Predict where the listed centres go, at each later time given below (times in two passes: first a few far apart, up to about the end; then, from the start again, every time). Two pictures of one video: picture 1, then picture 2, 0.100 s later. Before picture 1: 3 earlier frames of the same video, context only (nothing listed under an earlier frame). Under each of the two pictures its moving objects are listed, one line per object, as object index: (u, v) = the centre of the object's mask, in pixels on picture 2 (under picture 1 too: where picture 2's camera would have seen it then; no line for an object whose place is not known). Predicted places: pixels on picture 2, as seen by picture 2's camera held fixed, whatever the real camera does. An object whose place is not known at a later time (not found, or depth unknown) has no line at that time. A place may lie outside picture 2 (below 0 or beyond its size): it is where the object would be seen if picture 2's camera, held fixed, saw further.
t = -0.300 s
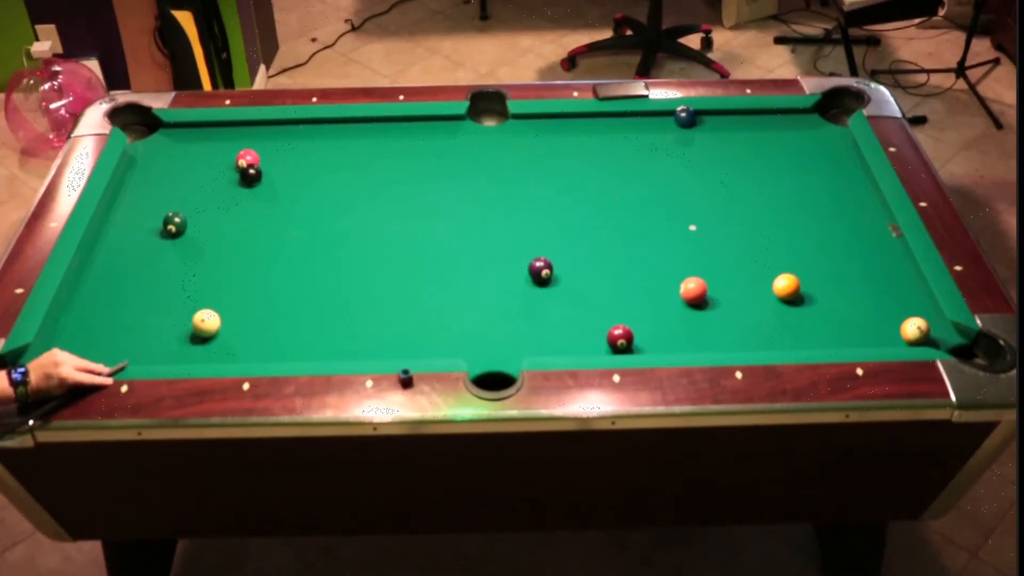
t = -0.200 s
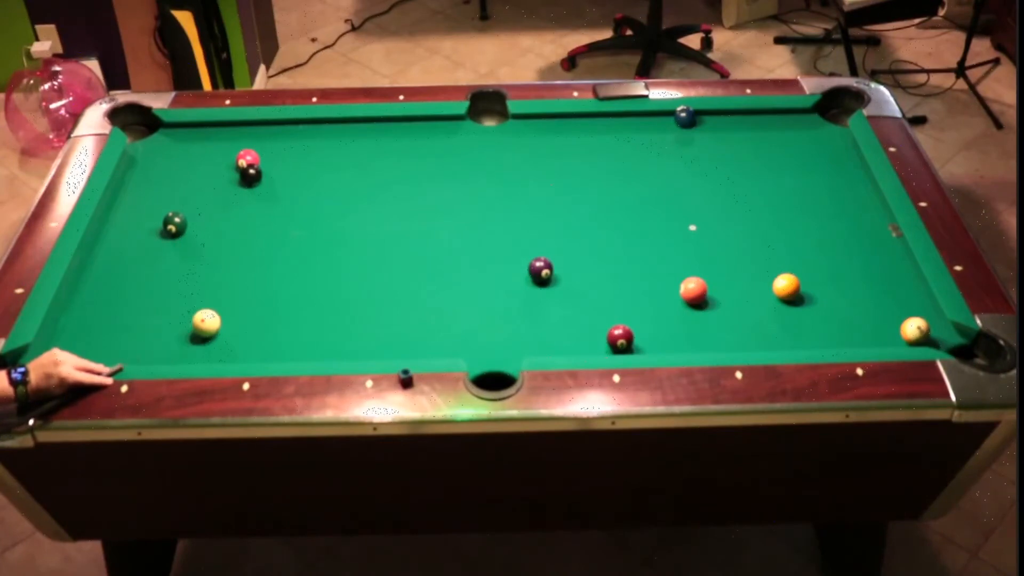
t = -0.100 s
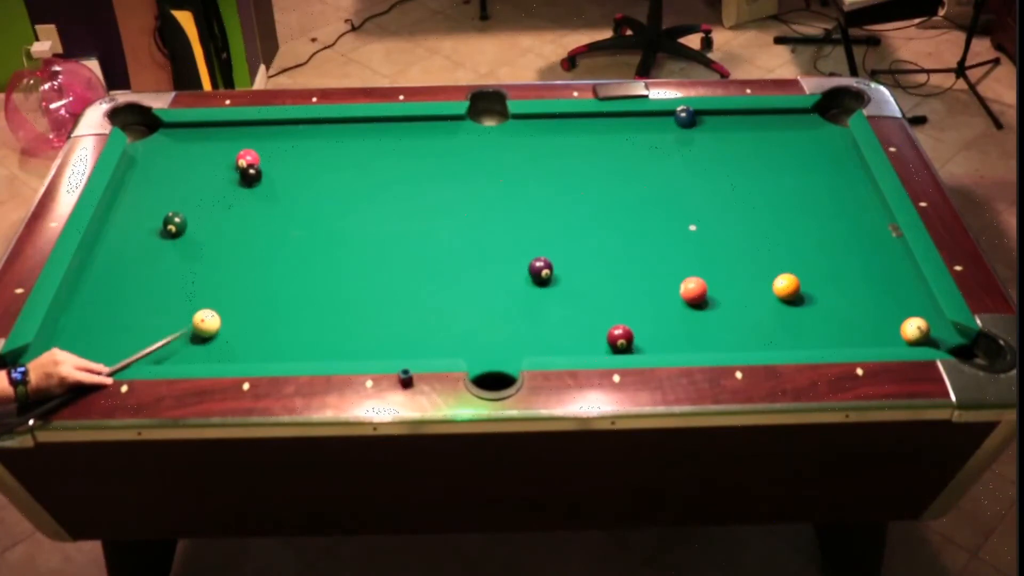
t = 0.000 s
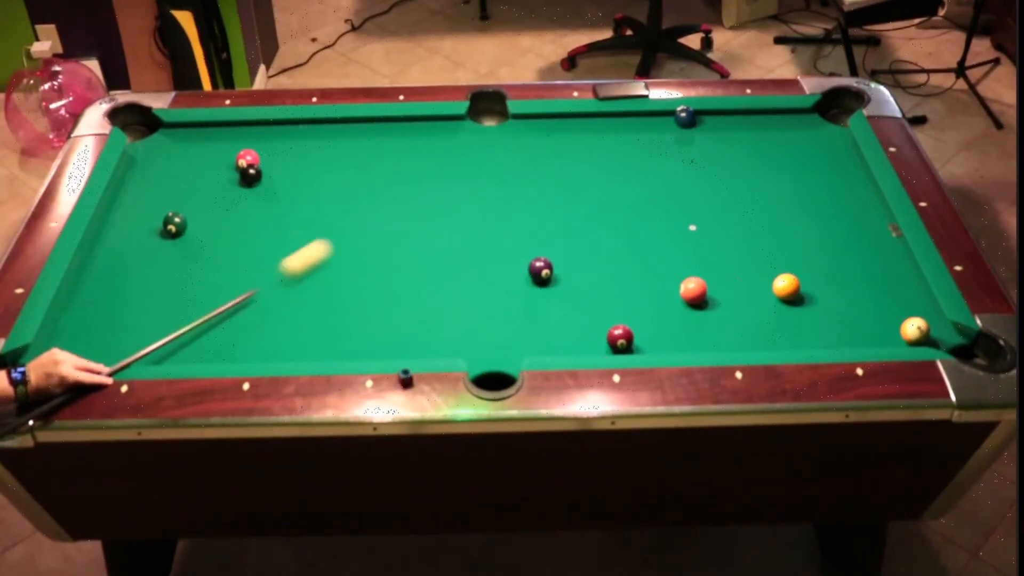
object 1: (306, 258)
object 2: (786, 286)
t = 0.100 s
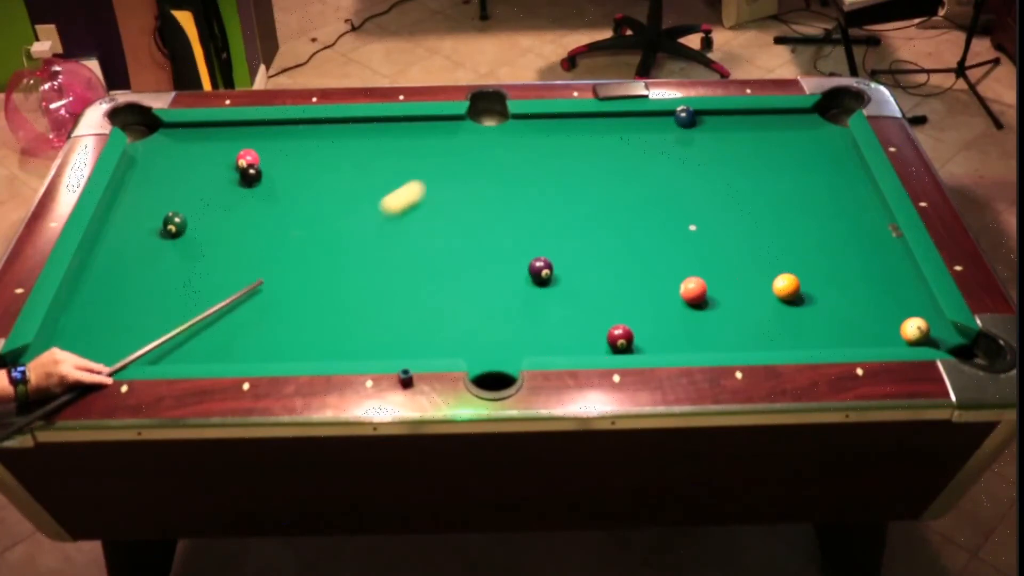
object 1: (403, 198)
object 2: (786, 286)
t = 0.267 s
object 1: (527, 122)
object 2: (786, 286)
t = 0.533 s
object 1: (642, 182)
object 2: (786, 286)
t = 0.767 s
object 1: (755, 238)
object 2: (786, 286)
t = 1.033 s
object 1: (899, 309)
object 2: (786, 287)
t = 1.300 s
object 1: (890, 302)
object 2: (786, 287)
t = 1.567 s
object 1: (842, 287)
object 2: (786, 287)
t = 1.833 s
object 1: (801, 272)
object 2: (785, 288)
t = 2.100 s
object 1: (768, 258)
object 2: (779, 291)
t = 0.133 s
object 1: (431, 181)
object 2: (786, 286)
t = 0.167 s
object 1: (457, 164)
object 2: (786, 286)
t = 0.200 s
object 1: (481, 149)
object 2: (786, 286)
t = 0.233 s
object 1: (504, 134)
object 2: (786, 286)
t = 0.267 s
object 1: (527, 122)
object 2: (786, 286)
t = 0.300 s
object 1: (542, 125)
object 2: (786, 286)
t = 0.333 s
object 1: (555, 134)
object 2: (786, 286)
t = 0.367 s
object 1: (569, 144)
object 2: (786, 286)
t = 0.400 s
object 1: (583, 152)
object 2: (786, 286)
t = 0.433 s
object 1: (597, 160)
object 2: (786, 286)
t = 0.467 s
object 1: (612, 168)
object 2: (786, 286)
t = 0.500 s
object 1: (626, 175)
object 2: (786, 286)
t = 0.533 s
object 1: (642, 182)
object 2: (786, 286)
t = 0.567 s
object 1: (657, 190)
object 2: (786, 287)
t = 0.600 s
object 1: (673, 198)
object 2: (786, 286)
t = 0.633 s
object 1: (688, 205)
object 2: (786, 286)
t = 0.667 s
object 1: (705, 213)
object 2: (786, 286)
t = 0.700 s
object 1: (721, 222)
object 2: (786, 287)
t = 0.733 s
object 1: (738, 230)
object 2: (786, 286)
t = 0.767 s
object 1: (755, 238)
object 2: (786, 286)
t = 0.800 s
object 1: (772, 247)
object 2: (786, 287)
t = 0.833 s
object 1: (789, 255)
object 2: (786, 287)
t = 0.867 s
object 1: (807, 264)
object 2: (786, 287)
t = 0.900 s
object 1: (826, 273)
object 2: (786, 287)
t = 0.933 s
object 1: (844, 282)
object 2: (786, 287)
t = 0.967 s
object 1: (864, 292)
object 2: (786, 287)
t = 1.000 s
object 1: (882, 301)
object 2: (786, 287)
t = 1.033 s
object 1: (899, 309)
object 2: (786, 287)
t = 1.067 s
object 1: (913, 311)
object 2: (786, 287)
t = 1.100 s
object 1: (925, 311)
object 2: (786, 287)
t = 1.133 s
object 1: (925, 311)
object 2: (786, 287)
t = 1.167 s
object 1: (917, 310)
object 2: (786, 287)
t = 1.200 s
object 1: (910, 308)
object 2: (786, 287)
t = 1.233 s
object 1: (903, 306)
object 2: (786, 287)
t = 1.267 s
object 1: (897, 304)
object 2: (786, 287)
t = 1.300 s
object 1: (890, 302)
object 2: (786, 287)
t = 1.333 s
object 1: (884, 300)
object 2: (786, 287)
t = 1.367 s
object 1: (878, 298)
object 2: (786, 287)
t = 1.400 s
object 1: (872, 296)
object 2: (786, 287)
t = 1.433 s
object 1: (866, 294)
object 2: (786, 287)
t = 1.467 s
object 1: (860, 292)
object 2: (786, 287)
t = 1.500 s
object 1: (854, 291)
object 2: (786, 287)
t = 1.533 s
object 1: (848, 289)
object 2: (786, 287)
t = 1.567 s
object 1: (842, 287)
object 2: (786, 287)
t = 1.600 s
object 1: (836, 286)
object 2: (786, 287)
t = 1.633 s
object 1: (831, 284)
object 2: (786, 287)
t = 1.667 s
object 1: (825, 283)
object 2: (786, 287)
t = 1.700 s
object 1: (820, 281)
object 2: (786, 287)
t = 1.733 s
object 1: (815, 279)
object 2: (786, 286)
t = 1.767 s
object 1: (810, 278)
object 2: (786, 287)
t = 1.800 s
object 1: (805, 275)
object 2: (786, 287)
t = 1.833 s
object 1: (801, 272)
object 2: (785, 288)
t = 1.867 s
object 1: (796, 270)
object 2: (784, 288)
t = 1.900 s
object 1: (792, 267)
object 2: (784, 288)
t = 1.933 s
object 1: (787, 266)
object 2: (783, 289)
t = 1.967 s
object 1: (783, 264)
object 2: (782, 289)
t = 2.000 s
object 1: (780, 263)
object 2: (781, 290)
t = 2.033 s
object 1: (775, 261)
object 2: (781, 290)
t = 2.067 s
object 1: (772, 260)
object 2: (780, 291)
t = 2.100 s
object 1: (768, 258)
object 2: (779, 291)
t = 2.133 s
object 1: (764, 255)
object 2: (779, 291)
